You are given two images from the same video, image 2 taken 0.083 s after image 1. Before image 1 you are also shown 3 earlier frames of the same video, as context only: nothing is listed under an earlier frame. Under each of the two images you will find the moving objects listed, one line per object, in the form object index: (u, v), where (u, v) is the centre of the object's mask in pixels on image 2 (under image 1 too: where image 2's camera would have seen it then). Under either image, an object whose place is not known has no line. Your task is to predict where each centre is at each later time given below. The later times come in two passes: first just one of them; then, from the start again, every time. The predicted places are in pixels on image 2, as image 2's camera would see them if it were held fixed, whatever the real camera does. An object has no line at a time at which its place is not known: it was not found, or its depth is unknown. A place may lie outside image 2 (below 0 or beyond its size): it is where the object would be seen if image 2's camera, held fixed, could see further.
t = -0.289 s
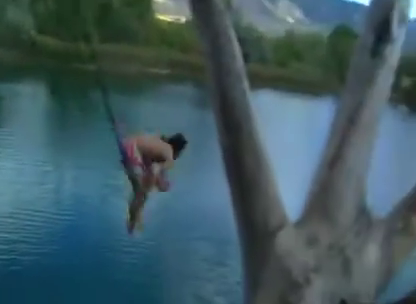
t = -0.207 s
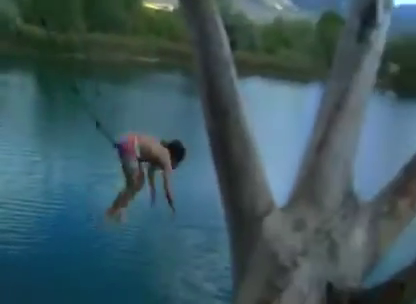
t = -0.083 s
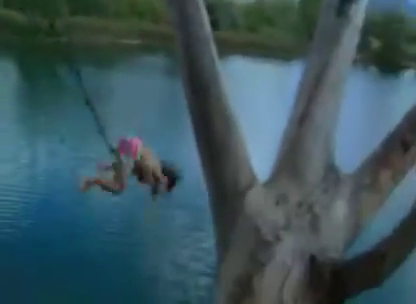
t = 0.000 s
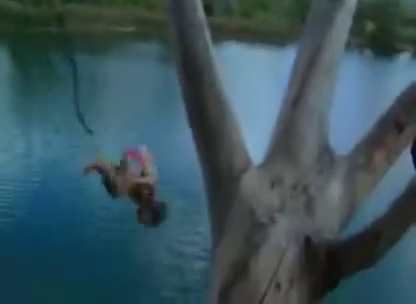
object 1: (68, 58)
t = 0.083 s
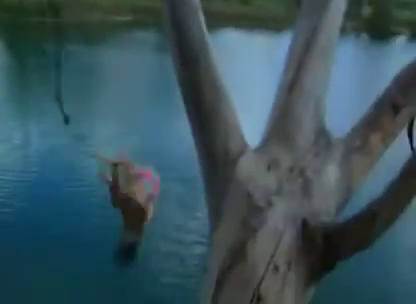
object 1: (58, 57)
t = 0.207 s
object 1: (33, 66)
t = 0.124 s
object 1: (50, 64)
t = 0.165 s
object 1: (41, 68)
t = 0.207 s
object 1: (33, 66)
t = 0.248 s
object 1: (23, 70)
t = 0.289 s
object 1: (14, 73)
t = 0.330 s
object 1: (5, 72)
